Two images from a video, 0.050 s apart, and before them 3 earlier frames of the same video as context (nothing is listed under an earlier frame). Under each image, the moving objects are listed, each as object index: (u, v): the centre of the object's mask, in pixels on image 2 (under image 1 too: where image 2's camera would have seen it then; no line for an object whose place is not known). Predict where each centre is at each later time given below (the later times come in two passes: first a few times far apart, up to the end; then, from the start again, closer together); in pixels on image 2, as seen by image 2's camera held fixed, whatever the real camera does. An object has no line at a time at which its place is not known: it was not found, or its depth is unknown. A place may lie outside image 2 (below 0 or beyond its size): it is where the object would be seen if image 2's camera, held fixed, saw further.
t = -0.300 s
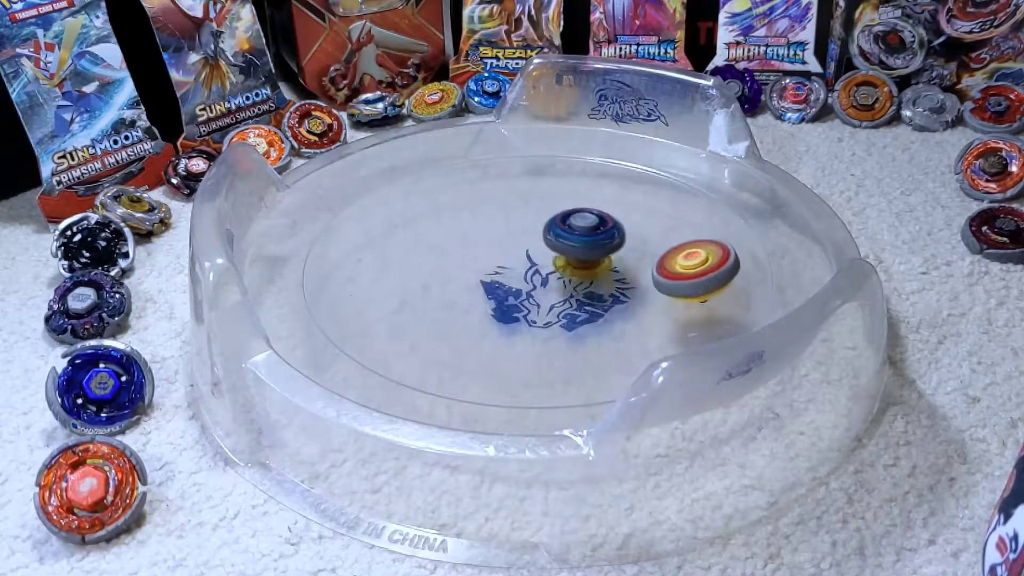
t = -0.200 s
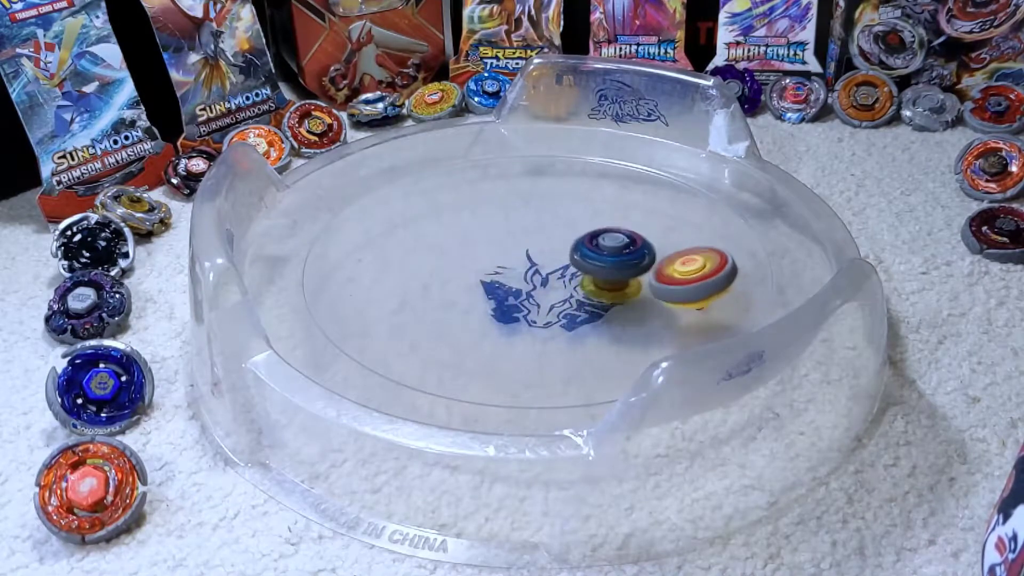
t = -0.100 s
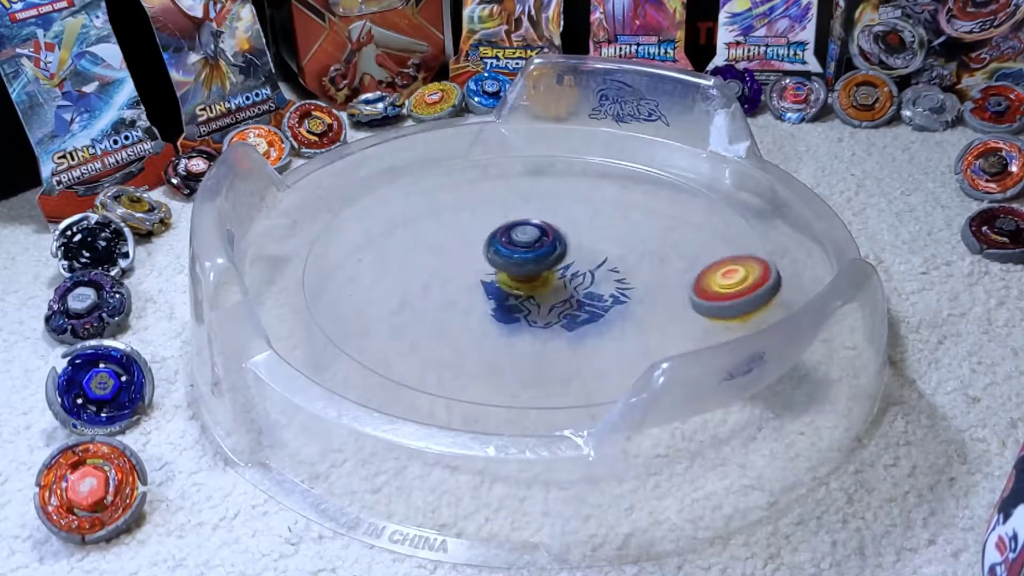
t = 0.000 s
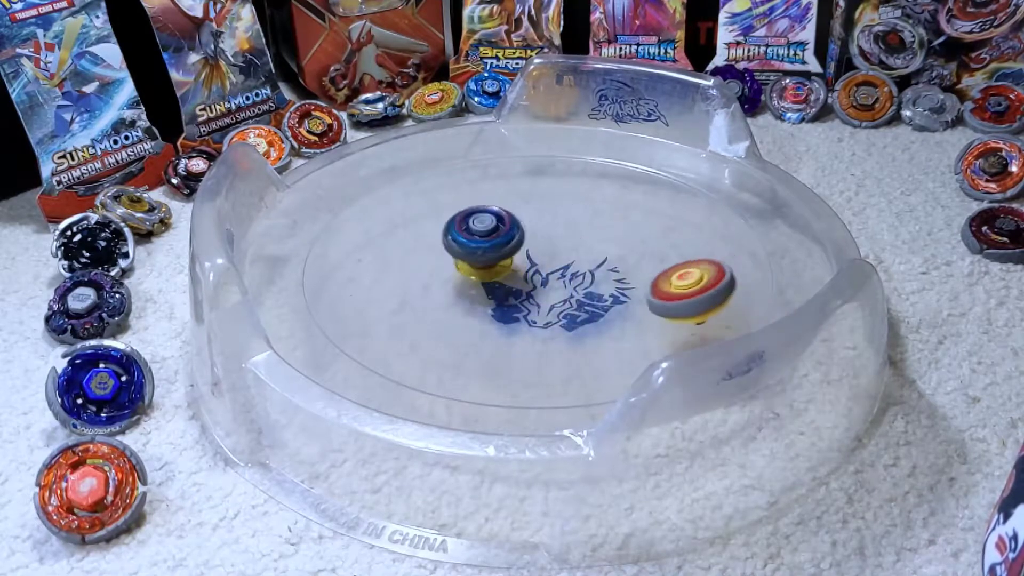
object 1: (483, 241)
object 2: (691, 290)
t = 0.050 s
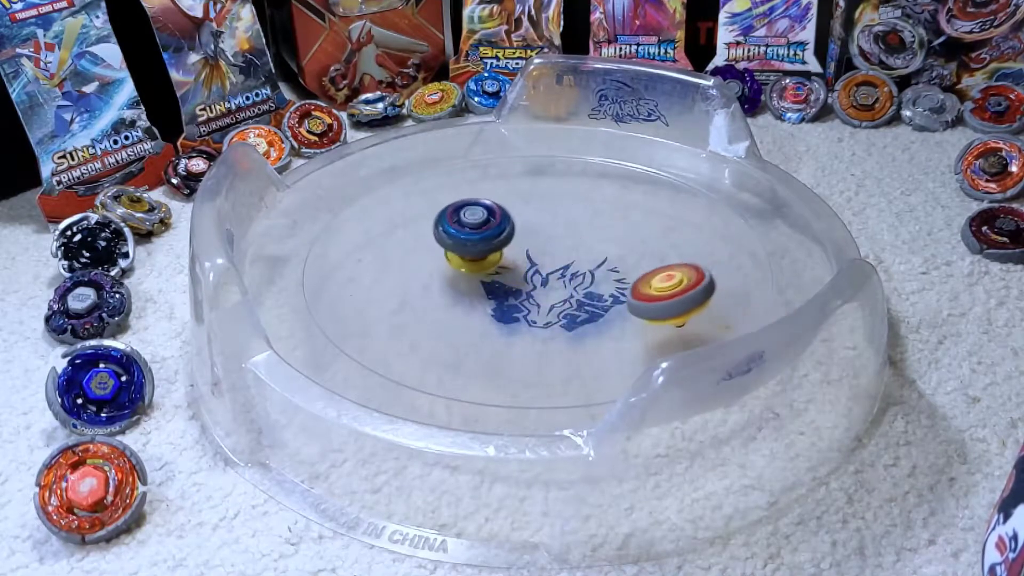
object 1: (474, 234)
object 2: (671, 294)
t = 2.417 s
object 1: (540, 270)
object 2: (597, 195)
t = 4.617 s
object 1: (416, 306)
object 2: (445, 231)
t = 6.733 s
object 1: (604, 245)
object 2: (500, 338)
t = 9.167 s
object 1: (502, 192)
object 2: (549, 314)
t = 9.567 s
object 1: (603, 270)
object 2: (446, 296)
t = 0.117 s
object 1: (468, 224)
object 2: (649, 299)
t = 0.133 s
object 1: (468, 222)
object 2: (643, 300)
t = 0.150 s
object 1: (467, 220)
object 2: (638, 302)
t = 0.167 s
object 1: (467, 217)
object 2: (633, 304)
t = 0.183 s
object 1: (468, 215)
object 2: (629, 305)
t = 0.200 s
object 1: (469, 214)
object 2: (624, 307)
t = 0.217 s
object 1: (471, 212)
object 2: (620, 309)
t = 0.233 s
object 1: (473, 210)
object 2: (615, 311)
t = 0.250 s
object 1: (476, 209)
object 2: (611, 313)
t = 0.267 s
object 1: (480, 208)
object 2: (606, 314)
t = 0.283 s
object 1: (484, 208)
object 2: (602, 316)
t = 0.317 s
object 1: (495, 209)
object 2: (592, 319)
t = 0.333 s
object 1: (500, 211)
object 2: (588, 320)
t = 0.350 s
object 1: (505, 212)
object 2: (583, 321)
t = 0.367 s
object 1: (511, 214)
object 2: (579, 323)
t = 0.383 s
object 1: (516, 217)
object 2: (575, 323)
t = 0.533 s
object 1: (554, 254)
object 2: (533, 329)
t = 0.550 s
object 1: (557, 260)
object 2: (529, 330)
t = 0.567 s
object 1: (559, 264)
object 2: (525, 330)
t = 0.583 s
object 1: (559, 268)
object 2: (520, 330)
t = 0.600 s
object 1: (560, 272)
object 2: (516, 330)
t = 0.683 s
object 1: (559, 290)
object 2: (495, 328)
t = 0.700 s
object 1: (557, 293)
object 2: (491, 327)
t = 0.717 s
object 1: (557, 296)
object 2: (486, 326)
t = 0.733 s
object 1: (558, 299)
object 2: (478, 327)
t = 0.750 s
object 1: (561, 300)
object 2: (472, 326)
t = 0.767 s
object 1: (563, 302)
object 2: (467, 325)
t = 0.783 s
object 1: (564, 304)
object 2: (463, 324)
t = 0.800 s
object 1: (566, 305)
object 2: (460, 323)
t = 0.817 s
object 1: (567, 307)
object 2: (456, 322)
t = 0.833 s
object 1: (567, 308)
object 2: (454, 321)
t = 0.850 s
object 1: (567, 309)
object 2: (451, 320)
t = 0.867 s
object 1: (566, 310)
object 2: (449, 318)
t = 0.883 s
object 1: (565, 310)
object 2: (446, 317)
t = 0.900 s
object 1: (564, 311)
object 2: (444, 315)
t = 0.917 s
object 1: (562, 311)
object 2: (441, 314)
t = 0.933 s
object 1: (560, 311)
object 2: (439, 312)
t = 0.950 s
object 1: (557, 310)
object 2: (438, 310)
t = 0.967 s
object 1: (554, 309)
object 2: (436, 308)
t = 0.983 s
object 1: (552, 307)
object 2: (434, 307)
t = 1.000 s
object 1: (549, 306)
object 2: (432, 305)
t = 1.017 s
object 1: (546, 303)
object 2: (431, 303)
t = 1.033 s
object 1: (545, 301)
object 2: (430, 301)
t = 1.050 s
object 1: (544, 298)
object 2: (429, 299)
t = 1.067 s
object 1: (544, 295)
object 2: (428, 297)
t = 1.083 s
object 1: (545, 292)
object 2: (427, 295)
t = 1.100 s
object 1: (546, 289)
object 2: (426, 293)
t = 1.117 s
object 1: (547, 285)
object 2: (426, 291)
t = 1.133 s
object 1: (549, 282)
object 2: (425, 288)
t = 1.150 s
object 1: (551, 278)
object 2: (424, 286)
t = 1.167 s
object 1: (553, 274)
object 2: (424, 284)
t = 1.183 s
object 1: (556, 271)
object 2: (424, 281)
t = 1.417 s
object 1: (613, 232)
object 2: (435, 249)
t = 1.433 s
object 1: (618, 231)
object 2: (436, 246)
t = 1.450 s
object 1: (622, 230)
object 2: (438, 244)
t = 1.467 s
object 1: (626, 230)
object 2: (439, 242)
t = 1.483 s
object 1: (629, 231)
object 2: (441, 240)
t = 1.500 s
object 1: (630, 232)
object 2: (443, 238)
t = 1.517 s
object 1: (633, 233)
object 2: (445, 236)
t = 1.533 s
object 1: (634, 235)
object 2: (447, 234)
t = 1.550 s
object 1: (634, 236)
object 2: (449, 232)
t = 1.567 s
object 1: (634, 238)
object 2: (451, 230)
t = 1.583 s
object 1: (632, 241)
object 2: (452, 228)
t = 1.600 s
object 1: (630, 243)
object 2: (455, 226)
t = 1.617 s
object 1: (627, 246)
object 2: (457, 224)
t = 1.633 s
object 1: (623, 248)
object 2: (460, 223)
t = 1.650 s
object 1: (618, 250)
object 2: (462, 221)
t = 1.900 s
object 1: (499, 249)
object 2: (503, 196)
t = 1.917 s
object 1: (492, 245)
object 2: (507, 194)
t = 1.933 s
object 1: (484, 241)
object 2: (512, 193)
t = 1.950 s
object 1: (475, 242)
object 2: (514, 190)
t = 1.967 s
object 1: (468, 240)
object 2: (517, 190)
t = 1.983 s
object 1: (462, 239)
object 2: (521, 188)
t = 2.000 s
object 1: (457, 239)
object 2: (525, 187)
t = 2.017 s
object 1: (453, 237)
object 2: (528, 186)
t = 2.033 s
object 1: (448, 236)
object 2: (531, 185)
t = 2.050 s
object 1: (445, 234)
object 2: (535, 184)
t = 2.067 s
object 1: (442, 233)
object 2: (538, 184)
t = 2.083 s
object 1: (440, 231)
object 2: (540, 183)
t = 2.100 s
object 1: (439, 230)
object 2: (543, 183)
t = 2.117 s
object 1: (439, 228)
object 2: (546, 183)
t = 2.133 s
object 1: (440, 227)
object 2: (549, 182)
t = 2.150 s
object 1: (442, 227)
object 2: (551, 182)
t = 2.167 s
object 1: (445, 227)
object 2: (554, 182)
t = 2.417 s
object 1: (540, 270)
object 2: (597, 195)
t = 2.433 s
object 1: (544, 275)
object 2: (600, 197)
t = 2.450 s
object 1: (549, 279)
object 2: (603, 199)
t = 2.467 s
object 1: (552, 285)
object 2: (606, 201)
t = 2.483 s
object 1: (555, 290)
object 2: (609, 202)
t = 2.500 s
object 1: (557, 294)
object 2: (612, 204)
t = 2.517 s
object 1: (558, 299)
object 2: (614, 206)
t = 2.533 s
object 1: (558, 303)
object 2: (618, 208)
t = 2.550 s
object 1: (558, 308)
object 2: (621, 210)
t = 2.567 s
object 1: (557, 313)
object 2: (623, 212)
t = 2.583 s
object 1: (556, 316)
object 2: (626, 214)
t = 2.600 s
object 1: (552, 320)
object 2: (629, 217)
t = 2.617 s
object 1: (549, 323)
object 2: (632, 219)
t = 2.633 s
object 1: (543, 326)
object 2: (635, 221)
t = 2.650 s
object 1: (538, 328)
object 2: (638, 223)
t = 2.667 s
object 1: (533, 329)
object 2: (640, 225)
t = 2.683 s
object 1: (526, 331)
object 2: (643, 227)
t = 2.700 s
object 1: (520, 331)
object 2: (646, 230)
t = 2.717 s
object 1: (512, 330)
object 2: (648, 232)
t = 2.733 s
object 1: (506, 329)
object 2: (651, 234)
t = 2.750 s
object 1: (499, 327)
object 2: (653, 237)
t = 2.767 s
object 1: (492, 325)
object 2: (655, 239)
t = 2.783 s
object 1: (486, 321)
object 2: (657, 241)
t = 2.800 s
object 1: (481, 318)
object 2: (659, 244)
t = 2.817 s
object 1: (479, 314)
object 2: (661, 246)
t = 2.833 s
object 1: (477, 310)
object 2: (662, 248)
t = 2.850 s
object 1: (475, 305)
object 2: (664, 251)
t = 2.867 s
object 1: (476, 299)
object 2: (665, 253)
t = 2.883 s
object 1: (477, 294)
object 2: (667, 256)
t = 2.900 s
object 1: (480, 289)
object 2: (667, 258)
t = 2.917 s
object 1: (485, 283)
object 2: (669, 260)
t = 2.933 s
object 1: (491, 277)
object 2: (670, 263)
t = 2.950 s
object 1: (497, 273)
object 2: (671, 265)
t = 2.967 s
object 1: (504, 267)
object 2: (672, 267)
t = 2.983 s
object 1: (513, 264)
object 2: (672, 269)
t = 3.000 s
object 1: (520, 258)
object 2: (672, 272)
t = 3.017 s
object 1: (528, 253)
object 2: (673, 274)
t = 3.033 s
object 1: (537, 249)
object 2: (672, 276)
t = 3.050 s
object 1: (546, 246)
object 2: (672, 278)
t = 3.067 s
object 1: (554, 242)
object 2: (672, 280)
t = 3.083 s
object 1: (563, 237)
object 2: (671, 282)
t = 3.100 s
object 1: (573, 233)
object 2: (670, 284)
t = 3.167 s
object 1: (610, 220)
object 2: (665, 292)
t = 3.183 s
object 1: (619, 218)
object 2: (663, 294)
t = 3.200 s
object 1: (628, 215)
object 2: (662, 296)
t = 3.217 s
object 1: (638, 214)
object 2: (660, 297)
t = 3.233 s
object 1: (647, 212)
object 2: (657, 299)
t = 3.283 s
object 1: (674, 212)
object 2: (650, 305)
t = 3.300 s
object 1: (681, 213)
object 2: (646, 306)
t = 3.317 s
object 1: (688, 215)
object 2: (643, 308)
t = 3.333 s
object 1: (694, 217)
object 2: (640, 310)
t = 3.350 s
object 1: (699, 221)
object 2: (636, 311)
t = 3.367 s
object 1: (702, 225)
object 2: (632, 313)
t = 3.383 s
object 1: (704, 229)
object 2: (628, 314)
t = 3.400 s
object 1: (704, 234)
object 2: (625, 315)
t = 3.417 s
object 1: (702, 239)
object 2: (621, 316)
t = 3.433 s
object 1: (699, 245)
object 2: (616, 318)
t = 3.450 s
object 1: (694, 250)
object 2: (612, 319)
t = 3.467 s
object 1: (686, 257)
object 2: (609, 320)
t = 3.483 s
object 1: (678, 263)
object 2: (603, 321)
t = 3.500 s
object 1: (668, 268)
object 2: (598, 322)
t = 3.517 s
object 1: (657, 272)
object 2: (594, 322)
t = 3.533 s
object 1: (646, 275)
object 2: (589, 323)
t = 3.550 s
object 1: (634, 277)
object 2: (584, 324)
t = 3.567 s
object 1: (626, 275)
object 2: (572, 326)
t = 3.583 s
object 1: (619, 274)
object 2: (560, 331)
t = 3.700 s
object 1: (563, 255)
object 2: (506, 339)
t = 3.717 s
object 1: (557, 251)
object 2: (501, 339)
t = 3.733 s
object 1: (550, 247)
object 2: (496, 339)
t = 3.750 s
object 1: (544, 242)
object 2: (491, 339)
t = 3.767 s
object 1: (538, 237)
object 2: (487, 339)
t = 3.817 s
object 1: (525, 222)
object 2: (473, 338)
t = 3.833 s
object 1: (521, 217)
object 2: (468, 337)
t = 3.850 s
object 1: (517, 212)
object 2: (464, 337)
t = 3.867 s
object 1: (515, 206)
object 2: (459, 336)
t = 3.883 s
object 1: (514, 200)
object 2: (456, 335)
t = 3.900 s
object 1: (513, 195)
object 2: (451, 334)
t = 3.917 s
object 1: (514, 190)
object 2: (447, 333)
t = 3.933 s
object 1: (515, 185)
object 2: (443, 332)
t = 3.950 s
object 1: (517, 181)
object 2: (440, 330)
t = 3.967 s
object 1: (519, 178)
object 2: (436, 329)
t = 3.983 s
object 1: (522, 175)
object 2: (433, 328)
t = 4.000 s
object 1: (526, 173)
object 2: (431, 326)
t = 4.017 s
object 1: (531, 171)
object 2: (428, 324)
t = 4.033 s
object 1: (536, 171)
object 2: (425, 322)
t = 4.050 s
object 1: (540, 171)
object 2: (423, 320)
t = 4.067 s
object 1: (547, 172)
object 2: (421, 318)
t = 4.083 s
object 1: (552, 174)
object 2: (419, 317)
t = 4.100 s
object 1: (558, 177)
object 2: (418, 315)
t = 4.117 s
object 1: (563, 181)
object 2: (417, 313)
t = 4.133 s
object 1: (568, 186)
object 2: (416, 310)
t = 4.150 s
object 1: (571, 192)
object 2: (415, 309)
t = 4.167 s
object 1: (574, 198)
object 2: (414, 306)
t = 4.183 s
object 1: (576, 205)
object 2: (414, 304)
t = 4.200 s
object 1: (577, 212)
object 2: (413, 302)
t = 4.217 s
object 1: (576, 219)
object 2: (413, 299)
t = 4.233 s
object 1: (575, 226)
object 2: (413, 297)
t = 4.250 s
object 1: (573, 233)
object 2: (412, 294)
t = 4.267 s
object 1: (570, 240)
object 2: (412, 292)
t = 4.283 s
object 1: (567, 248)
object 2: (413, 289)
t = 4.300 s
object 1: (563, 254)
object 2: (413, 286)
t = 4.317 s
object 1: (558, 259)
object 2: (414, 283)
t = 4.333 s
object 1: (552, 265)
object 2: (415, 281)
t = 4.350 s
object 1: (546, 271)
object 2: (416, 278)
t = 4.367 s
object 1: (541, 277)
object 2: (417, 275)
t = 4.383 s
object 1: (534, 281)
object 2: (418, 272)
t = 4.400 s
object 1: (527, 285)
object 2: (420, 269)
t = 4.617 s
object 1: (416, 306)
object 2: (445, 231)
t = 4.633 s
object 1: (408, 304)
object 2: (448, 228)
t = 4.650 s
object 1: (401, 302)
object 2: (450, 226)
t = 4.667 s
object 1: (395, 299)
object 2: (453, 223)
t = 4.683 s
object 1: (390, 295)
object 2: (456, 221)
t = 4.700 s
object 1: (387, 291)
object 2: (459, 219)
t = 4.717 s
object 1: (386, 287)
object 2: (462, 216)
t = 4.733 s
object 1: (387, 283)
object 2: (465, 214)
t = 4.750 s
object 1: (390, 279)
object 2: (468, 212)
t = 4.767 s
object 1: (395, 274)
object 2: (471, 209)
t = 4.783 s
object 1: (400, 271)
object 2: (474, 207)
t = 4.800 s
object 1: (409, 267)
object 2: (478, 205)
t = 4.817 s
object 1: (418, 265)
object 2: (481, 203)
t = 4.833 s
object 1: (428, 262)
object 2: (484, 201)
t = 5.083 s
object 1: (597, 245)
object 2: (533, 180)
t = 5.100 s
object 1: (608, 244)
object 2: (536, 180)
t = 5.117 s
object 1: (619, 243)
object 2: (540, 179)
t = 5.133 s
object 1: (629, 243)
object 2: (543, 179)
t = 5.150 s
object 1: (639, 242)
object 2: (546, 179)
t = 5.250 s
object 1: (694, 243)
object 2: (565, 182)
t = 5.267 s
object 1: (701, 245)
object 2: (568, 183)
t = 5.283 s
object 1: (708, 246)
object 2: (572, 184)
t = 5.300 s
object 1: (713, 249)
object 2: (575, 185)
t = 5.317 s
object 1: (718, 251)
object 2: (578, 186)
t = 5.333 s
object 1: (721, 254)
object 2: (582, 187)
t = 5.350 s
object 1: (723, 257)
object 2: (585, 189)
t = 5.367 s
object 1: (723, 261)
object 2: (588, 190)
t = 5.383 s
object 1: (721, 265)
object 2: (592, 192)
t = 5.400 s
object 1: (717, 269)
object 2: (596, 193)
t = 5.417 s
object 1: (712, 273)
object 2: (599, 194)
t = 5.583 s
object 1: (601, 294)
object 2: (632, 215)
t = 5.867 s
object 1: (454, 230)
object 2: (673, 258)
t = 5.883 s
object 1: (450, 224)
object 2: (674, 261)
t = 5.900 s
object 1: (446, 219)
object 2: (675, 263)
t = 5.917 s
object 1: (443, 213)
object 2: (676, 266)
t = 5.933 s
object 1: (441, 208)
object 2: (677, 269)
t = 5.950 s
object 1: (440, 203)
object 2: (677, 271)
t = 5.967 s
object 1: (440, 198)
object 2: (677, 274)
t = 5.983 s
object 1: (440, 193)
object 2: (677, 276)
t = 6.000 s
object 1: (441, 188)
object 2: (677, 279)
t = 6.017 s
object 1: (444, 184)
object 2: (677, 281)
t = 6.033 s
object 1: (448, 180)
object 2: (677, 284)
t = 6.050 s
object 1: (452, 177)
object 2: (676, 286)
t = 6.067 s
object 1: (458, 175)
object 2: (675, 288)
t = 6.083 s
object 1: (465, 173)
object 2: (674, 291)
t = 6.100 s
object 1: (472, 172)
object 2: (673, 293)
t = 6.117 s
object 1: (481, 172)
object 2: (671, 295)
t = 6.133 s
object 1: (490, 173)
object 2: (670, 298)
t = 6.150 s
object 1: (499, 175)
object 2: (668, 300)
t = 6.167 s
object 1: (508, 178)
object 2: (666, 302)
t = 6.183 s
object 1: (516, 181)
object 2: (663, 304)
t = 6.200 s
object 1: (525, 187)
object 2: (661, 306)
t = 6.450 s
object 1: (591, 270)
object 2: (600, 327)
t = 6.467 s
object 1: (593, 273)
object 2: (594, 328)
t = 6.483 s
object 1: (594, 276)
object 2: (589, 328)
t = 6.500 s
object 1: (599, 278)
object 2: (584, 333)
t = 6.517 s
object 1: (601, 270)
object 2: (579, 334)
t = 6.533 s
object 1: (606, 263)
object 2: (574, 338)
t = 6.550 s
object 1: (609, 260)
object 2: (569, 343)
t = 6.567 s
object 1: (610, 262)
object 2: (561, 343)
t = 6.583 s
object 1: (613, 268)
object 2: (553, 347)
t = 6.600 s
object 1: (614, 268)
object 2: (544, 349)
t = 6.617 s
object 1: (612, 264)
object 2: (537, 349)
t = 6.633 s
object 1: (612, 260)
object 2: (529, 348)
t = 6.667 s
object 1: (610, 254)
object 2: (517, 345)
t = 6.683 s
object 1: (608, 251)
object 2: (512, 343)
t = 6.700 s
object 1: (607, 248)
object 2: (508, 341)
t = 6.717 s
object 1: (605, 246)
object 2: (504, 339)
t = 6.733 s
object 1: (604, 245)
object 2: (500, 338)
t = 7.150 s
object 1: (554, 187)
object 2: (442, 257)
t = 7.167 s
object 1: (553, 187)
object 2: (441, 253)
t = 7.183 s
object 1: (552, 187)
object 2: (440, 249)
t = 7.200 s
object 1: (550, 188)
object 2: (440, 246)
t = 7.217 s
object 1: (550, 189)
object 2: (440, 242)
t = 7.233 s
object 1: (549, 191)
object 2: (440, 239)
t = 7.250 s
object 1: (548, 193)
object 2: (440, 236)
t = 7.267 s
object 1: (547, 196)
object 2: (440, 232)
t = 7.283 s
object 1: (546, 198)
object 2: (441, 229)
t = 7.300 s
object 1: (544, 202)
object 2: (441, 226)
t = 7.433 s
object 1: (519, 237)
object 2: (448, 204)
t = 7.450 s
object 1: (514, 242)
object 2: (449, 201)
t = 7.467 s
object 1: (510, 245)
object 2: (451, 199)
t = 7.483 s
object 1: (505, 249)
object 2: (454, 197)
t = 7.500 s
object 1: (499, 253)
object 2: (456, 196)
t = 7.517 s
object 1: (493, 256)
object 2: (458, 194)
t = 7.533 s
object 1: (487, 259)
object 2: (461, 193)
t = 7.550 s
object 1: (481, 263)
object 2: (463, 191)
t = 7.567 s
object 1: (476, 265)
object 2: (466, 190)
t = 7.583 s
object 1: (470, 268)
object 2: (468, 189)
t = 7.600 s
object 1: (464, 270)
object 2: (471, 188)
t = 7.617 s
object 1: (459, 273)
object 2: (474, 187)
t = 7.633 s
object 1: (453, 276)
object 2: (477, 186)
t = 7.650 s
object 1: (448, 277)
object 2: (480, 186)
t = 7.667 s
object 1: (442, 279)
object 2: (483, 185)
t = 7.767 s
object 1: (420, 283)
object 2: (503, 185)
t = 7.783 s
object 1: (419, 283)
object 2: (507, 185)
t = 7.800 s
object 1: (418, 283)
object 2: (511, 186)
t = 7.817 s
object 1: (419, 283)
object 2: (515, 186)
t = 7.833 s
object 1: (420, 282)
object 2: (519, 187)
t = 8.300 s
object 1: (638, 277)
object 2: (644, 224)
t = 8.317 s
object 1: (644, 277)
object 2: (648, 225)
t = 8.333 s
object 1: (650, 277)
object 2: (651, 226)
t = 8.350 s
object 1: (656, 279)
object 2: (654, 227)
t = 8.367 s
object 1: (659, 280)
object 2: (657, 229)
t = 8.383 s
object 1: (662, 282)
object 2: (659, 230)
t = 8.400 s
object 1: (665, 283)
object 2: (662, 232)
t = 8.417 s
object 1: (665, 285)
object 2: (665, 233)
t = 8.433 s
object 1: (666, 286)
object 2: (668, 235)
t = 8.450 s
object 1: (665, 288)
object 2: (671, 237)
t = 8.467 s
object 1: (662, 293)
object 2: (673, 237)
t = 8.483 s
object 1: (659, 297)
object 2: (674, 239)
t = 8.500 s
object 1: (654, 301)
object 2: (675, 241)
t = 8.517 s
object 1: (648, 304)
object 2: (676, 242)
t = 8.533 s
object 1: (642, 307)
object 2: (676, 245)
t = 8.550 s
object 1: (635, 309)
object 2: (676, 246)
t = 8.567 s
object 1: (625, 312)
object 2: (676, 249)
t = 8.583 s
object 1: (616, 313)
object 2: (676, 250)
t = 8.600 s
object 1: (605, 315)
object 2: (675, 252)
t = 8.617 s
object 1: (595, 315)
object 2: (675, 254)
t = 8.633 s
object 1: (585, 314)
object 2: (674, 256)
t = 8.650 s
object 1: (575, 313)
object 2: (672, 258)
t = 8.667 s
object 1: (566, 312)
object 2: (672, 260)
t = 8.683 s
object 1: (557, 310)
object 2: (670, 263)
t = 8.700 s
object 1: (548, 307)
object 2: (668, 265)
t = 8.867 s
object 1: (489, 270)
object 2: (639, 288)
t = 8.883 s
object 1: (486, 265)
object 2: (635, 290)
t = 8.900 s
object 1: (483, 261)
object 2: (630, 292)
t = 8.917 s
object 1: (480, 256)
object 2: (626, 294)
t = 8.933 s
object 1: (477, 251)
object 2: (621, 296)
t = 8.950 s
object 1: (475, 246)
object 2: (617, 298)
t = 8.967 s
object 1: (474, 242)
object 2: (612, 299)
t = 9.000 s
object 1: (473, 232)
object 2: (602, 303)
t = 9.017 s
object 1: (473, 227)
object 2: (597, 304)
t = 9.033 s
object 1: (473, 222)
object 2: (592, 306)
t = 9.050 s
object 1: (475, 218)
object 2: (587, 307)
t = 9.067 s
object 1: (476, 213)
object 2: (581, 308)
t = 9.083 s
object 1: (479, 209)
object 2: (576, 310)
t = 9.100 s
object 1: (482, 205)
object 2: (570, 310)
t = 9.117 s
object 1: (486, 201)
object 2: (565, 311)
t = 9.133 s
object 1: (491, 198)
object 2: (560, 312)
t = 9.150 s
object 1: (496, 195)
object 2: (554, 313)
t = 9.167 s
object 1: (502, 192)
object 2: (549, 314)
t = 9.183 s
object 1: (508, 190)
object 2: (543, 314)
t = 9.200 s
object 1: (515, 189)
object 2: (538, 314)
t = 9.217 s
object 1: (523, 189)
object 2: (533, 314)
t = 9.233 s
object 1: (530, 189)
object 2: (527, 314)
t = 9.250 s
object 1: (537, 190)
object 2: (522, 315)
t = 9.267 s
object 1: (545, 191)
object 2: (517, 314)
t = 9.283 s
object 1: (551, 193)
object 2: (512, 314)
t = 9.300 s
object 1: (558, 197)
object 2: (507, 313)
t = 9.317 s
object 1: (565, 200)
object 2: (502, 313)
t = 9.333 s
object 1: (571, 203)
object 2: (497, 312)
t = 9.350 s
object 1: (576, 207)
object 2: (493, 311)
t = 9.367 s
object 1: (581, 212)
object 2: (488, 311)
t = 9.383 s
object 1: (585, 216)
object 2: (484, 310)
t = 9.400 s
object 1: (589, 221)
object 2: (479, 309)
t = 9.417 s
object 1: (593, 226)
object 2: (476, 308)
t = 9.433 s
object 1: (596, 231)
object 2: (471, 307)
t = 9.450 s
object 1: (597, 235)
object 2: (468, 306)
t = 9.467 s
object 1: (599, 241)
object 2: (464, 305)
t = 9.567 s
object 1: (603, 270)
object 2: (446, 296)
